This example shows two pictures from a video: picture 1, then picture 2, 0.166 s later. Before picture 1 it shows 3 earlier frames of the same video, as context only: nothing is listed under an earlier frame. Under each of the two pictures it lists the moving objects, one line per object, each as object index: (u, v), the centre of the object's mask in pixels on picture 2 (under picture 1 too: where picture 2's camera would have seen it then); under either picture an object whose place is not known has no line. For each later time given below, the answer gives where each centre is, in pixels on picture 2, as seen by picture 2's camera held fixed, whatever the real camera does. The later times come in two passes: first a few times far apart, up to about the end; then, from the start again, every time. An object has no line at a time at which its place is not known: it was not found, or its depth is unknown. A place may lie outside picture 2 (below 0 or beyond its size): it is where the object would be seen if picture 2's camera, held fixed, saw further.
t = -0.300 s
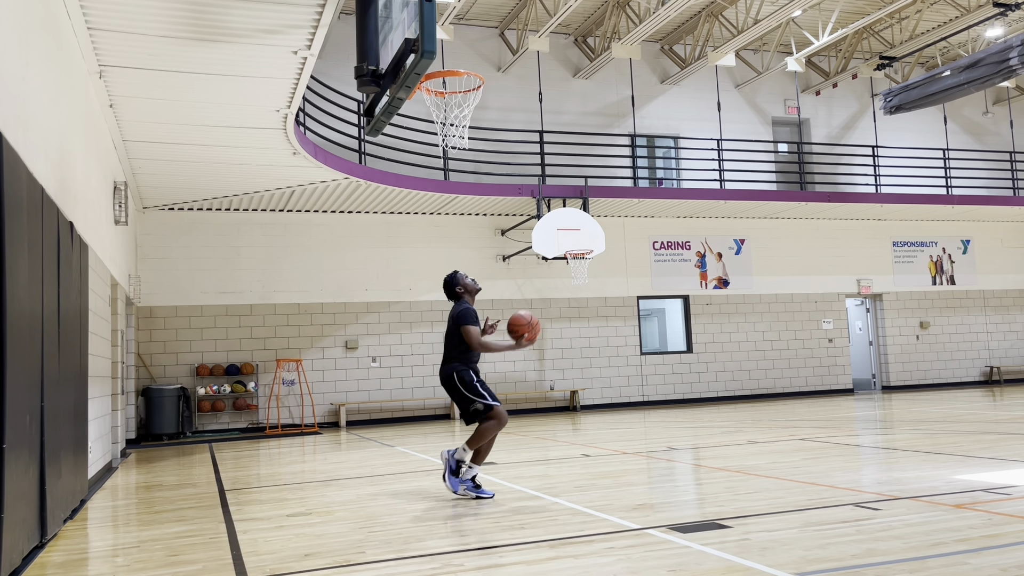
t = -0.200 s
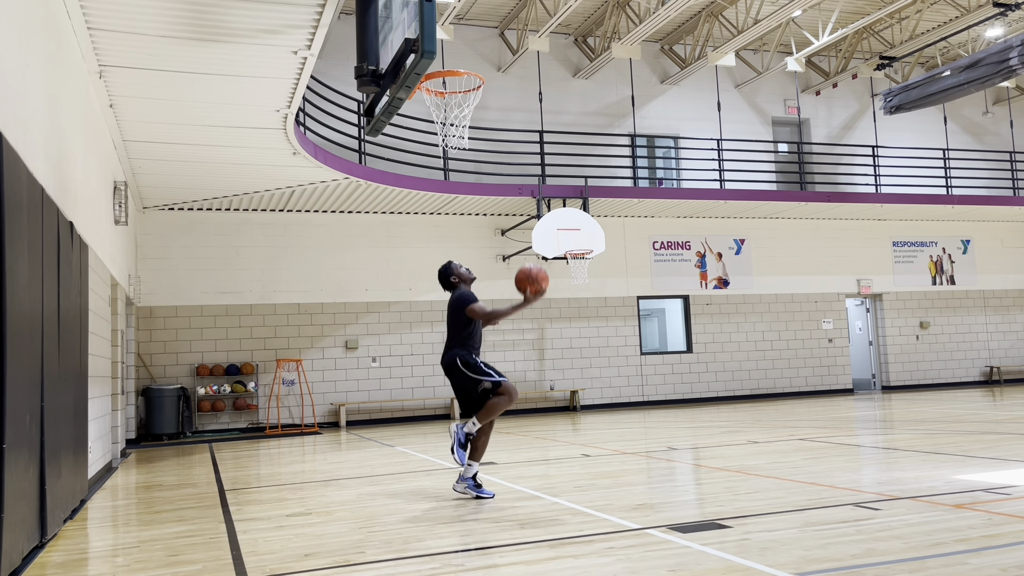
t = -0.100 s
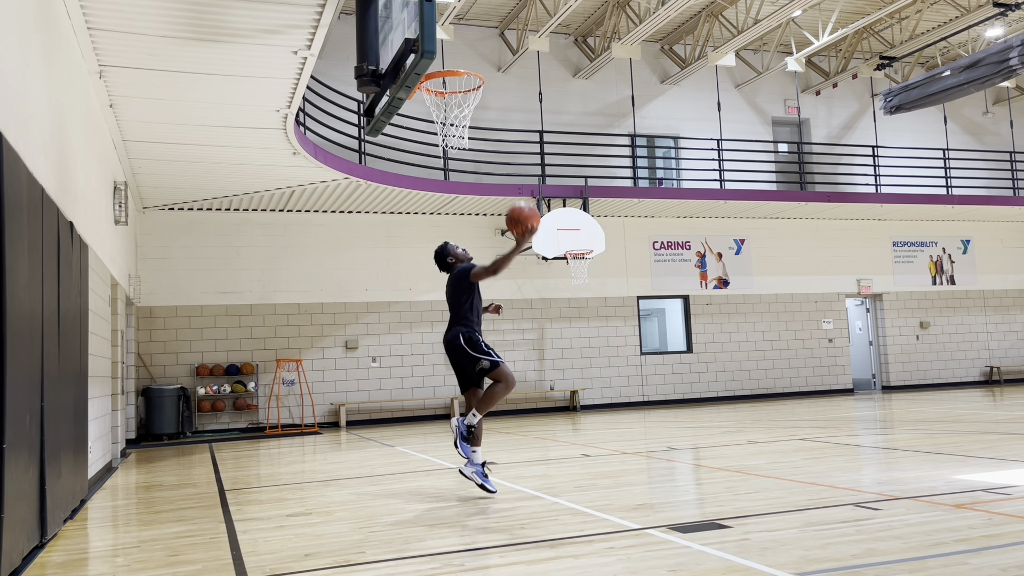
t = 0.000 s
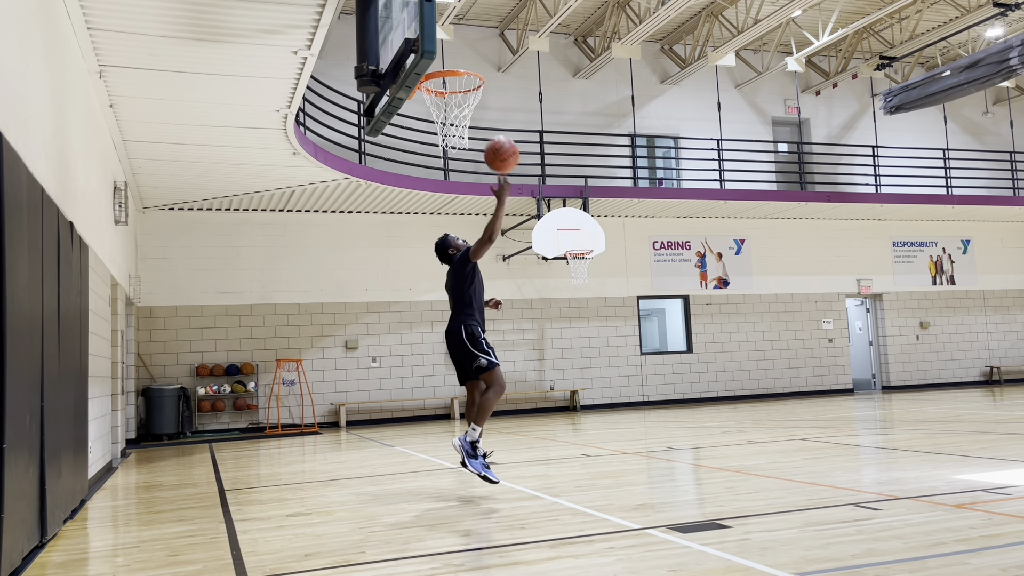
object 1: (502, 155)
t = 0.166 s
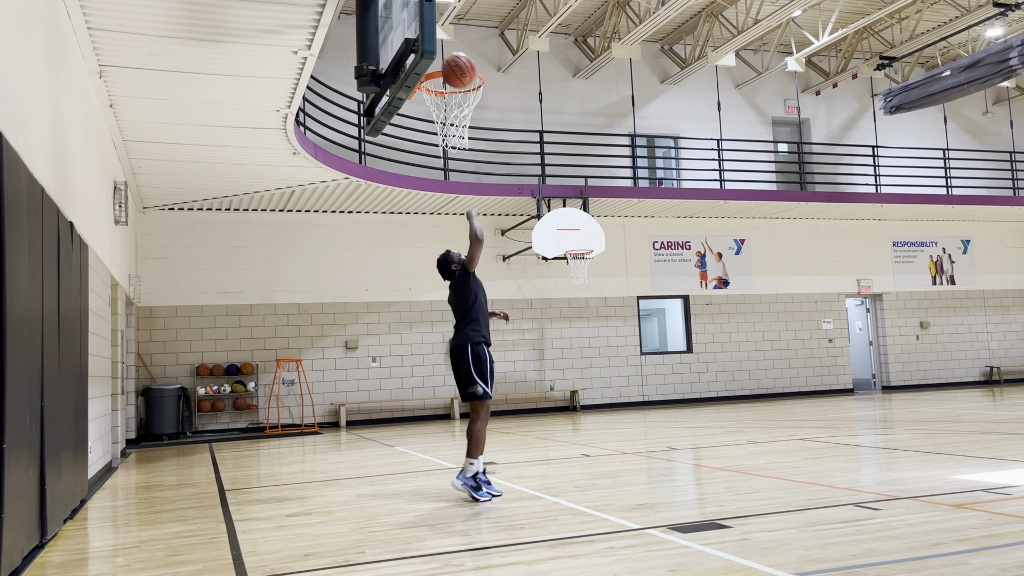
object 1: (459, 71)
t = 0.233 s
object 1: (446, 50)
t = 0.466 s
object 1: (448, 35)
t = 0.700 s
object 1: (461, 59)
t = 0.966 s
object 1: (457, 118)
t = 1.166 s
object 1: (455, 199)
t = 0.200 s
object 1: (451, 59)
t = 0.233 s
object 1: (446, 50)
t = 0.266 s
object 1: (443, 41)
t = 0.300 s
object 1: (440, 34)
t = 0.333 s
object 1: (440, 30)
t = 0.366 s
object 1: (441, 30)
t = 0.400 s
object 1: (444, 30)
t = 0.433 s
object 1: (446, 32)
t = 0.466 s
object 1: (448, 35)
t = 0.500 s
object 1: (451, 40)
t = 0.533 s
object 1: (454, 46)
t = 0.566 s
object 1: (459, 54)
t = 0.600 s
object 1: (463, 59)
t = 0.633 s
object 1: (463, 58)
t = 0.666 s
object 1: (462, 58)
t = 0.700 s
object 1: (461, 59)
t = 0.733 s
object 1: (461, 60)
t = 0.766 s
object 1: (460, 62)
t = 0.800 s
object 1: (460, 70)
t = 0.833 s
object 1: (459, 80)
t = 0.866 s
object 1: (459, 89)
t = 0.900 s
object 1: (458, 96)
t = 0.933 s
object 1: (457, 107)
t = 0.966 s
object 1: (457, 118)
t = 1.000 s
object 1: (457, 129)
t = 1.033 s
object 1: (457, 142)
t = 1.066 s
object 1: (456, 153)
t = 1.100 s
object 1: (456, 167)
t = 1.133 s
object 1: (455, 182)
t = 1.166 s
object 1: (455, 199)
